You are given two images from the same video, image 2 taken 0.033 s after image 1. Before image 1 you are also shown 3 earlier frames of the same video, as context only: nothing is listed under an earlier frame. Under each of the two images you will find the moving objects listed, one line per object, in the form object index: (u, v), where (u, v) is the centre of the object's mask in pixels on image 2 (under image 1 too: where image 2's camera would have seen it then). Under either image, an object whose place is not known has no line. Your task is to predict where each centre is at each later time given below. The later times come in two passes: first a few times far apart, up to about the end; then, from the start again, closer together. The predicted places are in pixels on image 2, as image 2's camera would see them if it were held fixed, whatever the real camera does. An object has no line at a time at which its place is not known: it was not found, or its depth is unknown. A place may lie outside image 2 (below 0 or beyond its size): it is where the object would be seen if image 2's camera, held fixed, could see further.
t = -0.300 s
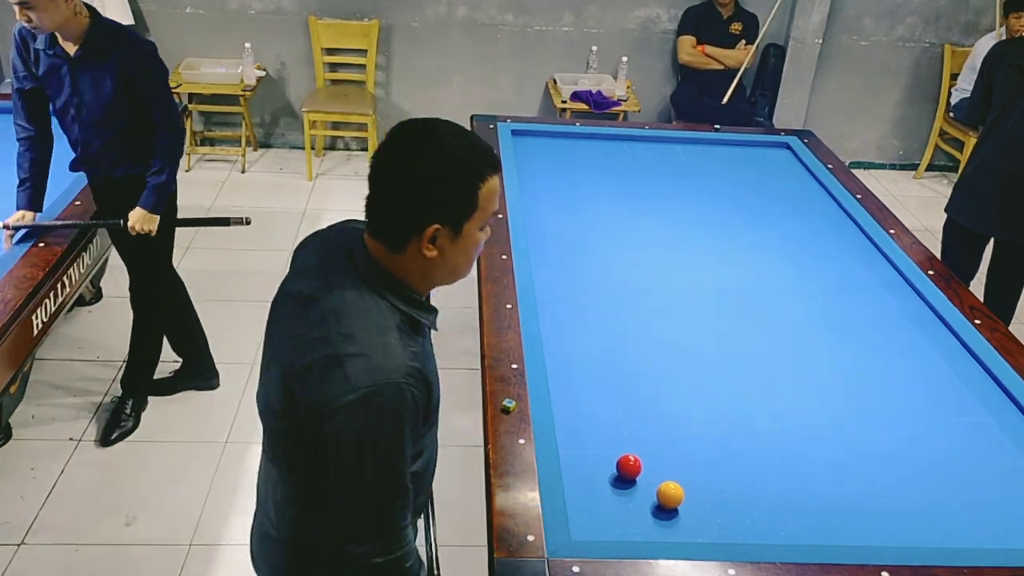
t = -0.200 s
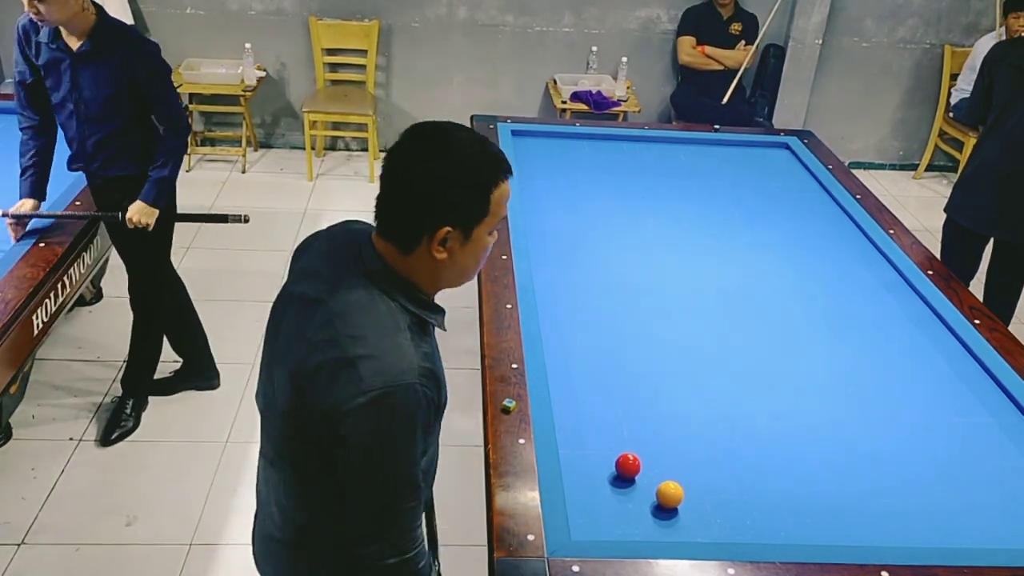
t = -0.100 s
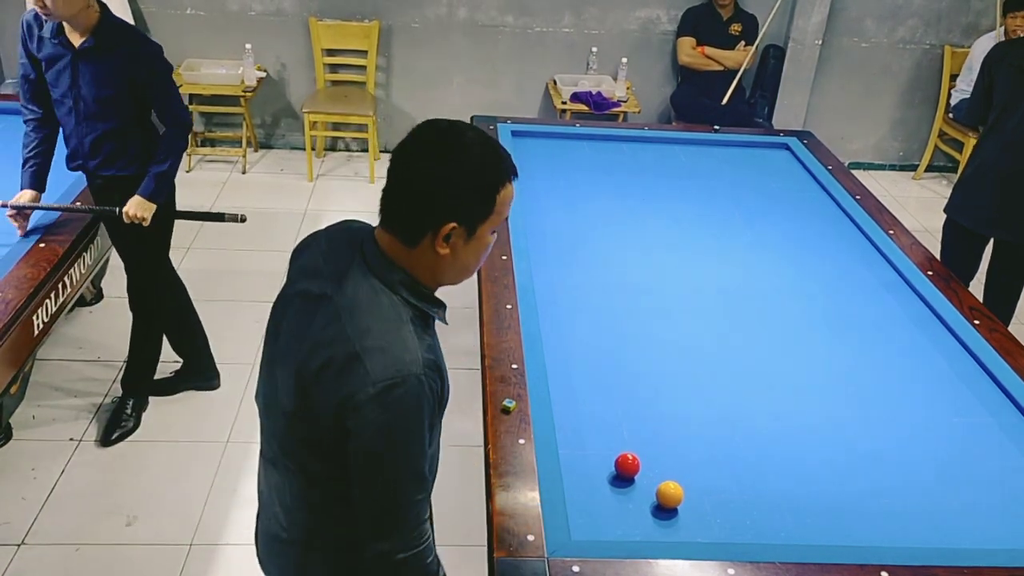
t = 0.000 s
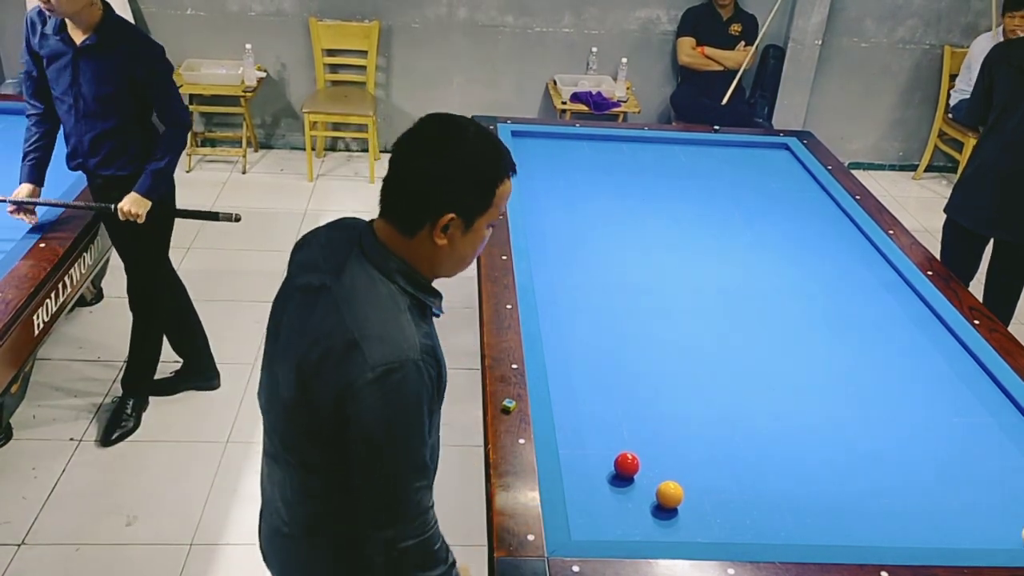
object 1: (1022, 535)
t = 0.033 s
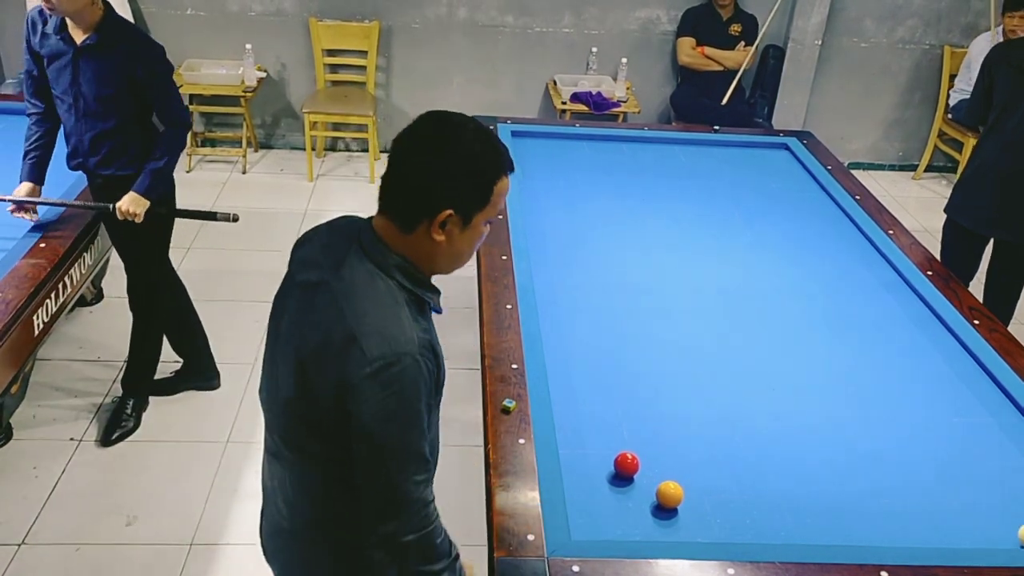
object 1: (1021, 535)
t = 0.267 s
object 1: (1008, 535)
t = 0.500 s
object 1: (983, 534)
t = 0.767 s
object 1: (955, 533)
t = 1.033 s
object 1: (928, 533)
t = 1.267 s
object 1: (905, 532)
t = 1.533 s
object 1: (880, 531)
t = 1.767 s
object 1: (859, 529)
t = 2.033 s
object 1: (837, 528)
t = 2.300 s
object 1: (815, 527)
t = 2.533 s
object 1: (798, 525)
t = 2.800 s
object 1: (779, 524)
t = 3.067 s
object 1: (761, 523)
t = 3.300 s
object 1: (747, 522)
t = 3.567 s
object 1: (731, 521)
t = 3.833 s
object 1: (717, 520)
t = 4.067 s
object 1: (705, 519)
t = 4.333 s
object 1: (694, 518)
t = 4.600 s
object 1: (683, 516)
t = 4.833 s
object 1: (675, 515)
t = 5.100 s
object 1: (666, 514)
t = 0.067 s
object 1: (1019, 535)
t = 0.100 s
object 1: (1017, 535)
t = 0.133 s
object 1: (1016, 535)
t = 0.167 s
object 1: (1014, 535)
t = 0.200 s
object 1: (1012, 535)
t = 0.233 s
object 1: (1010, 535)
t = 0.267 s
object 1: (1008, 535)
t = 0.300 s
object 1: (1004, 535)
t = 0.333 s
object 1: (1001, 535)
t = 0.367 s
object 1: (997, 535)
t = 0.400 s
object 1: (993, 535)
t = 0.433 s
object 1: (990, 534)
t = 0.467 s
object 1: (986, 534)
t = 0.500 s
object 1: (983, 534)
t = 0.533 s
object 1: (979, 534)
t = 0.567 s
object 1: (976, 534)
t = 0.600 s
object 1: (972, 534)
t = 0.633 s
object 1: (969, 534)
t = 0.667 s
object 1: (965, 534)
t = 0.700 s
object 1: (962, 534)
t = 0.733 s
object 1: (959, 533)
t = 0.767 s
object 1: (955, 533)
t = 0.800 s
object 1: (952, 533)
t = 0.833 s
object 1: (948, 533)
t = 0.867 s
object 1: (944, 533)
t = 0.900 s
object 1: (941, 533)
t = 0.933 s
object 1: (938, 533)
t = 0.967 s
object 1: (935, 533)
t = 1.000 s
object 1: (931, 533)
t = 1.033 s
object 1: (928, 533)
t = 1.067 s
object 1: (924, 532)
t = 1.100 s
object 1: (921, 532)
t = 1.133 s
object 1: (918, 532)
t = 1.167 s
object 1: (915, 532)
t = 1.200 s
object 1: (911, 532)
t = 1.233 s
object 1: (908, 532)
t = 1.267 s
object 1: (905, 532)
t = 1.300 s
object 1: (902, 531)
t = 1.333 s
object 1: (899, 531)
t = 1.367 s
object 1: (895, 531)
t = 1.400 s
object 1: (892, 531)
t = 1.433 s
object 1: (889, 531)
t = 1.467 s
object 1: (886, 531)
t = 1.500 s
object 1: (883, 531)
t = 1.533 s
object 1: (880, 531)
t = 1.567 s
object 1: (877, 530)
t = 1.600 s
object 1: (874, 530)
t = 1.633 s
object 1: (871, 530)
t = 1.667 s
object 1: (868, 530)
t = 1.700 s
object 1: (865, 530)
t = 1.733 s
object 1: (862, 529)
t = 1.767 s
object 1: (859, 529)
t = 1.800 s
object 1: (856, 529)
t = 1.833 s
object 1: (854, 529)
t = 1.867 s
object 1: (851, 529)
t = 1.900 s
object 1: (848, 529)
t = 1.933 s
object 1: (845, 528)
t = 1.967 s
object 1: (842, 528)
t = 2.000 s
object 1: (840, 528)
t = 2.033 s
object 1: (837, 528)
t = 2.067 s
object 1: (834, 528)
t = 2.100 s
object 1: (831, 528)
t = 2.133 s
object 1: (829, 527)
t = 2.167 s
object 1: (826, 527)
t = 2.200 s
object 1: (823, 527)
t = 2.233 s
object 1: (821, 527)
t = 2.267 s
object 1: (818, 527)
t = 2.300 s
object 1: (815, 527)
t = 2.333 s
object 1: (813, 527)
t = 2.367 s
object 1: (810, 526)
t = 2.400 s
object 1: (808, 526)
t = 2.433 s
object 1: (805, 526)
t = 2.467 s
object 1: (803, 526)
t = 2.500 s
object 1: (800, 526)
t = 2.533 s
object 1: (798, 525)
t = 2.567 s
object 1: (795, 526)
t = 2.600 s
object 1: (793, 525)
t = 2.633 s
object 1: (791, 525)
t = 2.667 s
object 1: (788, 525)
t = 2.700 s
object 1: (786, 524)
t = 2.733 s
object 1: (783, 525)
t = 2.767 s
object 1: (781, 525)
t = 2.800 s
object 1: (779, 524)
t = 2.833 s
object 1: (777, 524)
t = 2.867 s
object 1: (774, 524)
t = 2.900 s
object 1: (772, 524)
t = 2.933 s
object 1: (770, 524)
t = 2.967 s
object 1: (768, 524)
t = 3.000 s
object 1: (766, 524)
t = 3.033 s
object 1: (763, 523)
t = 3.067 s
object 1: (761, 523)
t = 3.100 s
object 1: (759, 523)
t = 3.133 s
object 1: (757, 523)
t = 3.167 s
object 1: (755, 523)
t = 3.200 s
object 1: (753, 523)
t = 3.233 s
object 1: (751, 522)
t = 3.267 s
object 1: (748, 522)
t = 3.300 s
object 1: (747, 522)
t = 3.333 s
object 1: (745, 522)
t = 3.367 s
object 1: (742, 522)
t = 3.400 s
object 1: (740, 522)
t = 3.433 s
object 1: (738, 522)
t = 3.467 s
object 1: (737, 522)
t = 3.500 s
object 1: (735, 522)
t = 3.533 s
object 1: (733, 521)
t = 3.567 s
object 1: (731, 521)
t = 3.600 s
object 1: (729, 521)
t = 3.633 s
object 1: (727, 521)
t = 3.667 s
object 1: (725, 520)
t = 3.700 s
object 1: (724, 521)
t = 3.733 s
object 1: (722, 520)
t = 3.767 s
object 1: (720, 521)
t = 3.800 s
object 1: (718, 520)
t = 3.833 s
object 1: (717, 520)
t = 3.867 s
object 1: (715, 520)
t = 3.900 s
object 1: (713, 520)
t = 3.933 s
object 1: (712, 520)
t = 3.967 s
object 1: (710, 520)
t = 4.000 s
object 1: (708, 520)
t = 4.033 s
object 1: (707, 520)
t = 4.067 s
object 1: (705, 519)
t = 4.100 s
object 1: (704, 519)
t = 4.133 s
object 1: (702, 519)
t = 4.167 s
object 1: (701, 519)
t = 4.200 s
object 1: (699, 519)
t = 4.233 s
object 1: (698, 519)
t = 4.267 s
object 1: (697, 518)
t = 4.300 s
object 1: (695, 518)
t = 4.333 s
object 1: (694, 518)
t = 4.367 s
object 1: (692, 518)
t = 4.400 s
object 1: (691, 517)
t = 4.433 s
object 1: (689, 517)
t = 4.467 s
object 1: (688, 517)
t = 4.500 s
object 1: (687, 517)
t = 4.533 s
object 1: (685, 517)
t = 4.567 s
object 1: (684, 516)
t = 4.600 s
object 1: (683, 516)
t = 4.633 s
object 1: (681, 516)
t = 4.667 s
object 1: (680, 516)
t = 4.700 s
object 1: (679, 516)
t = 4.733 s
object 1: (678, 515)
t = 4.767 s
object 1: (677, 515)
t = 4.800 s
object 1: (676, 515)
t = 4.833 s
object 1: (675, 515)
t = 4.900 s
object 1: (672, 515)
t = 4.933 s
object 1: (671, 514)
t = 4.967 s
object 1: (670, 514)
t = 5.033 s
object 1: (669, 514)
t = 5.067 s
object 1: (668, 514)
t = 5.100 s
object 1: (666, 514)
